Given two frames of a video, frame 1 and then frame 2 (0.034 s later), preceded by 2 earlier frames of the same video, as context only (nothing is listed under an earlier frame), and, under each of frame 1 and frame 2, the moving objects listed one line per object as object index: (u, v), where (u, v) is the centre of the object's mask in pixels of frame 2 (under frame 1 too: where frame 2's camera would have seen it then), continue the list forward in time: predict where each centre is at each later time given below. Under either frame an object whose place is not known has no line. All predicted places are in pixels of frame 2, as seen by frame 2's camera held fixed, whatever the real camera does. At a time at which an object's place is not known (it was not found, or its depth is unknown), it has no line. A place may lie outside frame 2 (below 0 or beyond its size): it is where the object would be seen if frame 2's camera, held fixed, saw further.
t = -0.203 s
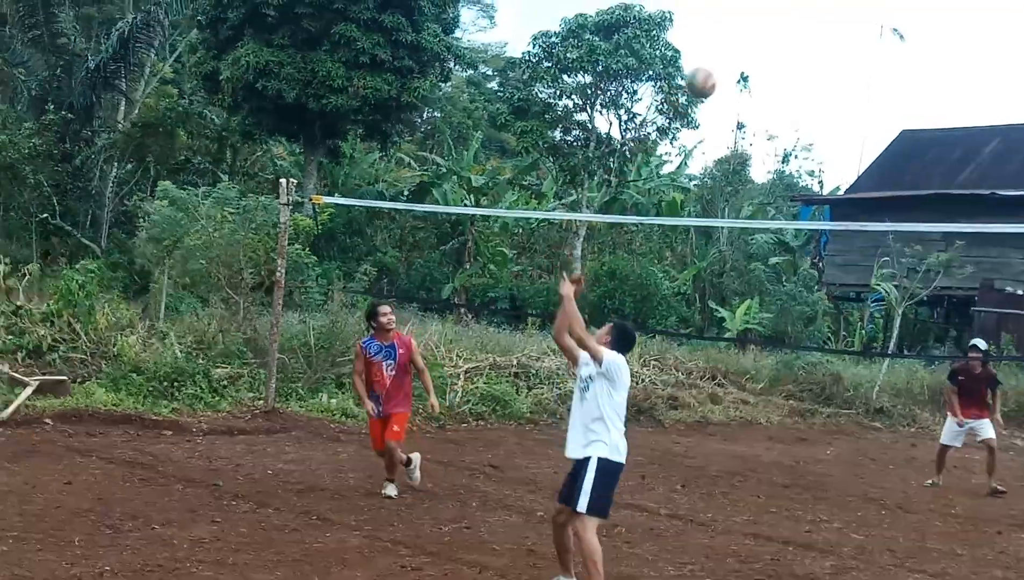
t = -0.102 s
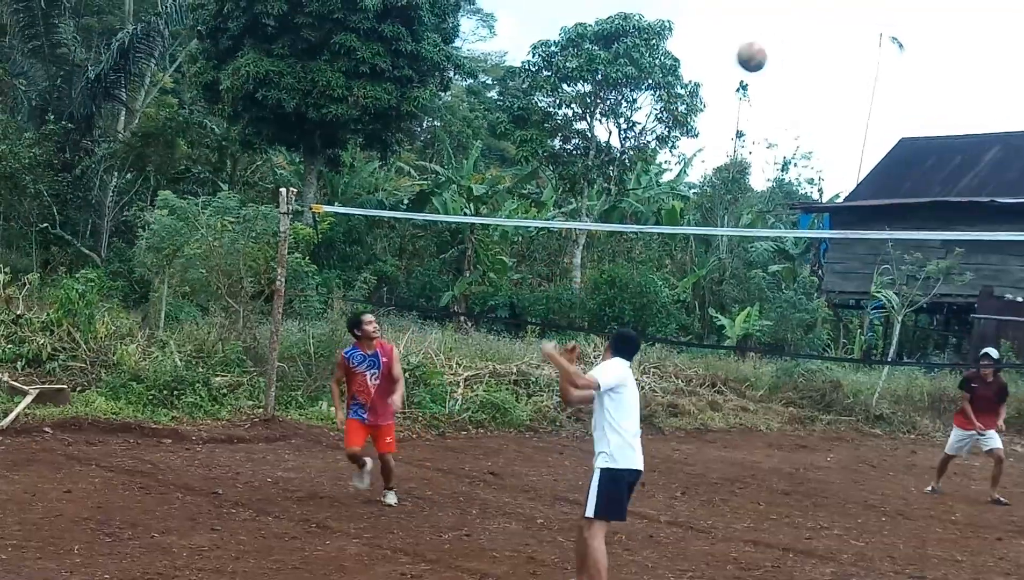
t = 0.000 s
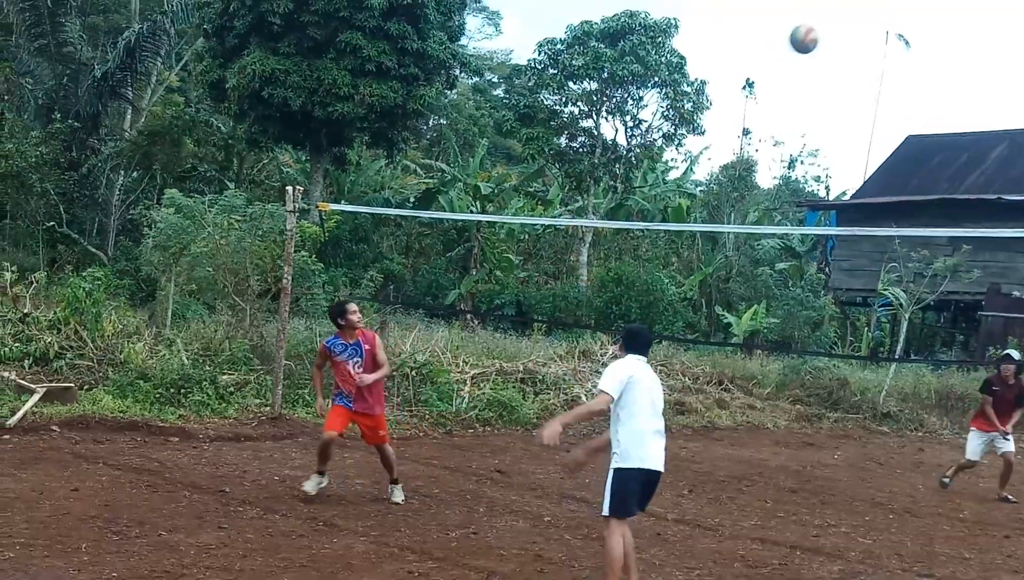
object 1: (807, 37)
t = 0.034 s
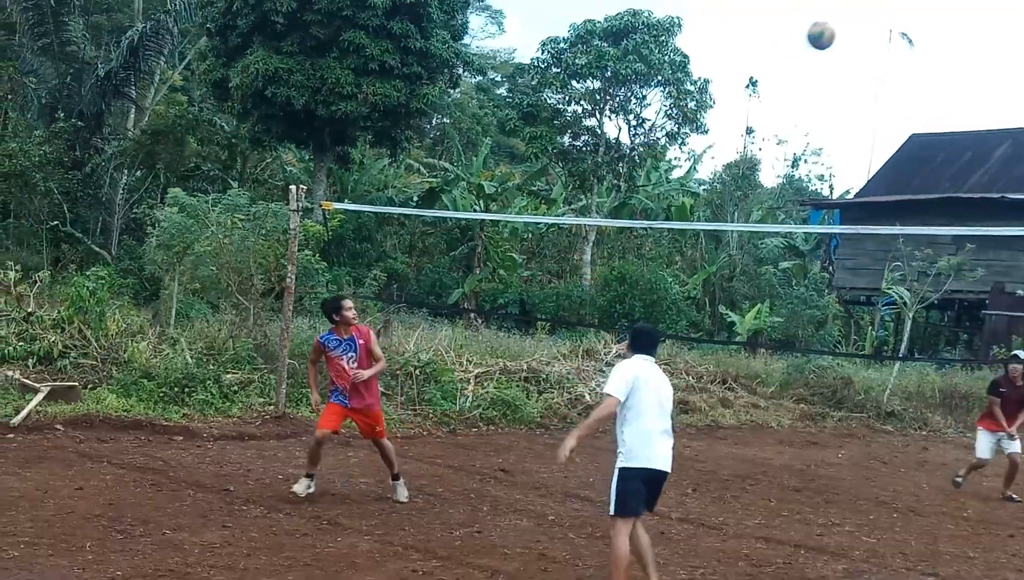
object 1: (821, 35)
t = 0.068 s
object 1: (836, 34)
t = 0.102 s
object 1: (850, 35)
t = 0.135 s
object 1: (861, 37)
